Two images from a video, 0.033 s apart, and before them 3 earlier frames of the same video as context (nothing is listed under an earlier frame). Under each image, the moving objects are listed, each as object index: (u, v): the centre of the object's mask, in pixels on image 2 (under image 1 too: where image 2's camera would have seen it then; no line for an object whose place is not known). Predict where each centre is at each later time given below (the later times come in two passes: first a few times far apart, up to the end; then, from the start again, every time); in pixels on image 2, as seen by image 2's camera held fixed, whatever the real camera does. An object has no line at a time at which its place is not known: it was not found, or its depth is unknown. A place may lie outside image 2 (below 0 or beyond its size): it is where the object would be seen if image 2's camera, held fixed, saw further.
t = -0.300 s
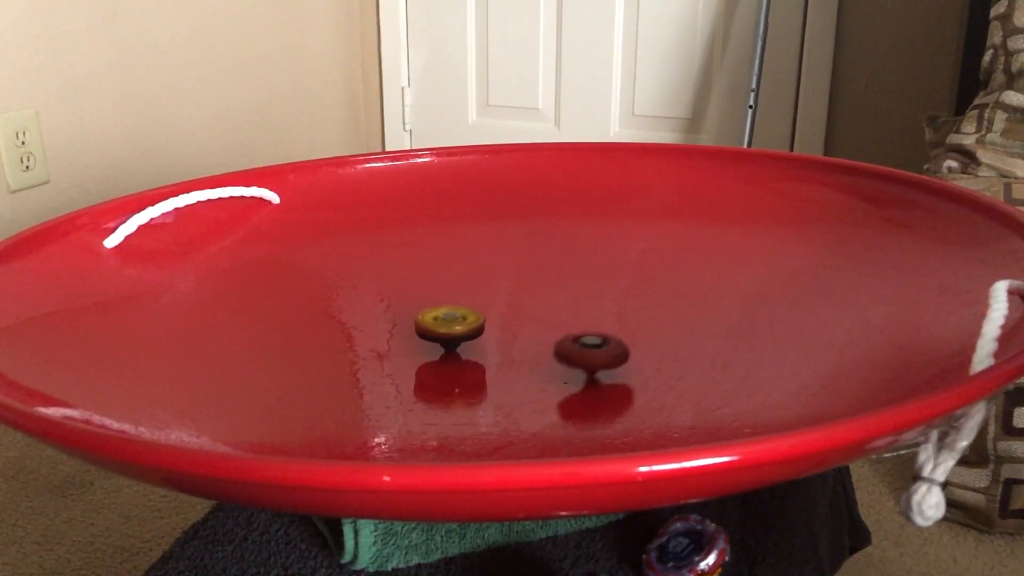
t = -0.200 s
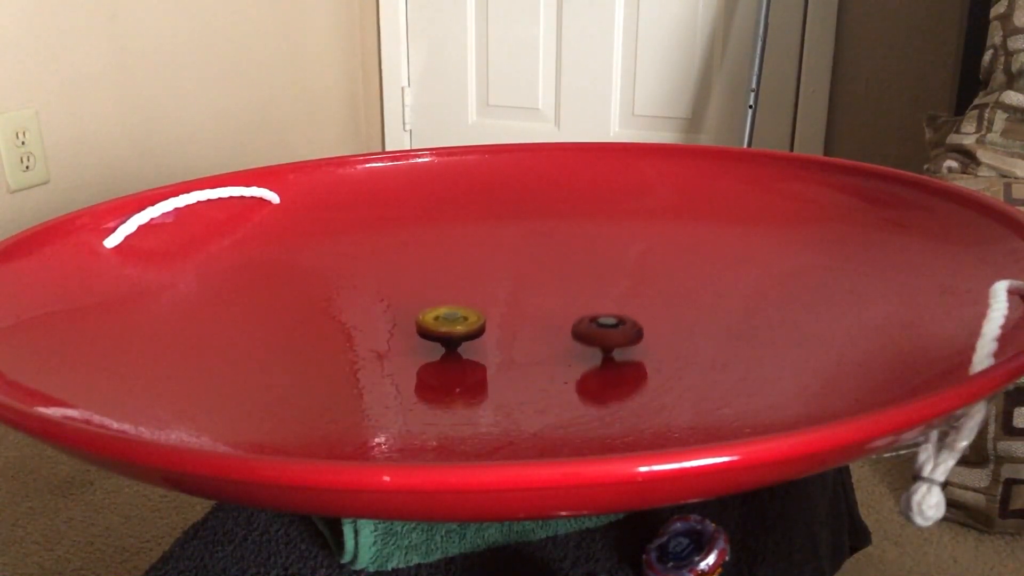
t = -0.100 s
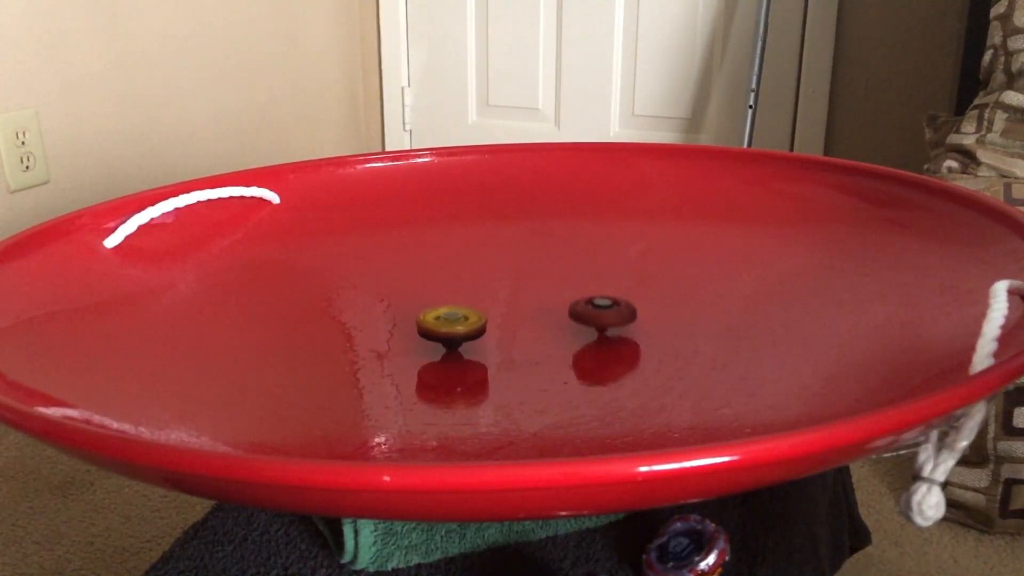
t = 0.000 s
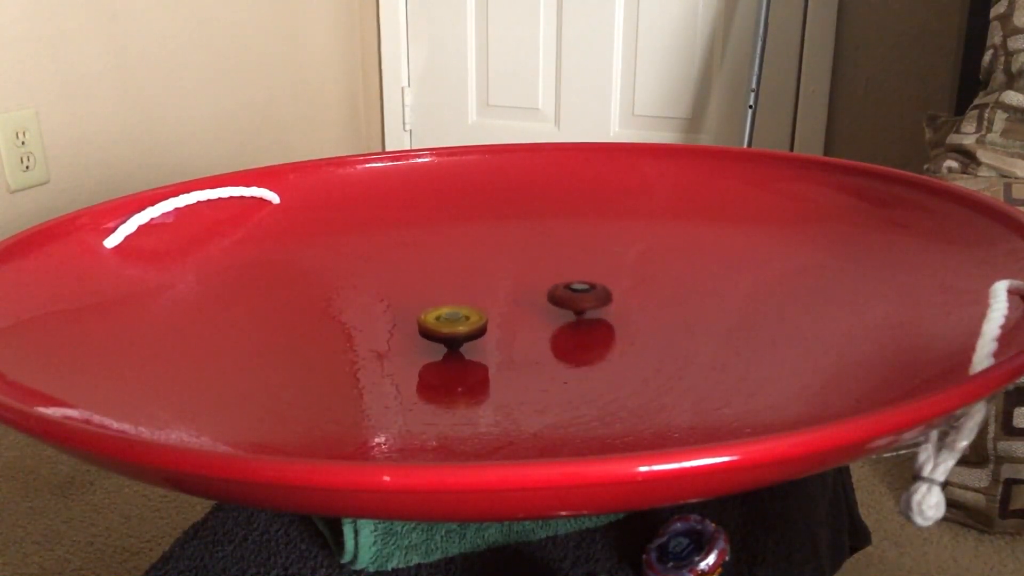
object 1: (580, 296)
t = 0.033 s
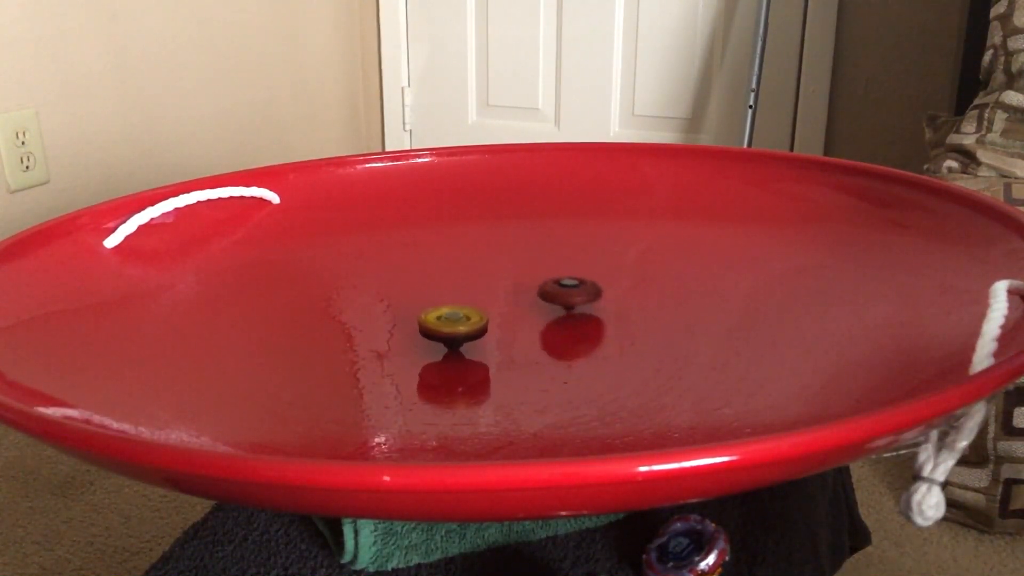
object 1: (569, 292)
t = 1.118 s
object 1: (414, 379)
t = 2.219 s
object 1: (382, 287)
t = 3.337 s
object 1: (588, 317)
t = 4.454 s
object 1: (391, 369)
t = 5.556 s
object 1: (388, 295)
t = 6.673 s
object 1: (547, 305)
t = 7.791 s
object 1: (508, 358)
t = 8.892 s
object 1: (385, 346)
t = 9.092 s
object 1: (457, 358)
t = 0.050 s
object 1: (564, 290)
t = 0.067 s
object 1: (559, 288)
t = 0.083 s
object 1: (552, 286)
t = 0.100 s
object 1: (546, 285)
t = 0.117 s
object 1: (540, 283)
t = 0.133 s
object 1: (533, 281)
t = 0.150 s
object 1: (527, 280)
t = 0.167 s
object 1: (520, 279)
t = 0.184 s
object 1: (513, 278)
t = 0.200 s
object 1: (506, 277)
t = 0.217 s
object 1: (498, 276)
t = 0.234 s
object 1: (491, 276)
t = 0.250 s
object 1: (483, 275)
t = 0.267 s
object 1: (476, 275)
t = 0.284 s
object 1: (468, 275)
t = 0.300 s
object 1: (461, 275)
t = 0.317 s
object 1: (453, 275)
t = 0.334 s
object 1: (446, 275)
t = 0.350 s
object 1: (438, 275)
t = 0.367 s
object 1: (430, 276)
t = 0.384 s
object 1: (423, 276)
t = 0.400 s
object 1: (415, 277)
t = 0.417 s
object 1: (408, 278)
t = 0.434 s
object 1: (401, 280)
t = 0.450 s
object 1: (393, 280)
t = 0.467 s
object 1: (386, 281)
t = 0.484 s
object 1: (379, 283)
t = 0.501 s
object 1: (373, 285)
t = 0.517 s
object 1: (366, 286)
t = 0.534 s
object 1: (359, 288)
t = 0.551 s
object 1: (353, 290)
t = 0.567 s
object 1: (347, 293)
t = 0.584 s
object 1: (342, 295)
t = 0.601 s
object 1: (337, 298)
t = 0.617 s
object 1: (331, 300)
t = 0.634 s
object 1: (327, 302)
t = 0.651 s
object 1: (323, 305)
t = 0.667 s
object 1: (319, 308)
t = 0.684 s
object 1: (316, 311)
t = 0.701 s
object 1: (313, 314)
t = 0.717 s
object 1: (310, 317)
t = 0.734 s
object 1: (308, 320)
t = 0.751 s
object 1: (307, 323)
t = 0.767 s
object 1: (306, 327)
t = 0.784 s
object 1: (306, 330)
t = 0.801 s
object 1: (306, 333)
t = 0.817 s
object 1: (307, 336)
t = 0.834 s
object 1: (308, 339)
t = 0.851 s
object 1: (310, 343)
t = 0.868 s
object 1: (312, 346)
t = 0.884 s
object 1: (315, 349)
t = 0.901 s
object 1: (320, 353)
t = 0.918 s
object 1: (324, 355)
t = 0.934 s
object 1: (329, 358)
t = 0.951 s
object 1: (334, 361)
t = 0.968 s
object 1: (340, 364)
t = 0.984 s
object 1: (346, 366)
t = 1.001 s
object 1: (354, 368)
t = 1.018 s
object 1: (361, 370)
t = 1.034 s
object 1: (369, 372)
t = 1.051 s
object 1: (378, 374)
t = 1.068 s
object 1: (386, 375)
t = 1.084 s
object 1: (395, 377)
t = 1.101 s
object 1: (404, 378)
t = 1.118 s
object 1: (414, 379)
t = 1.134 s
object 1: (424, 380)
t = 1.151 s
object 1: (434, 381)
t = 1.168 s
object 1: (444, 381)
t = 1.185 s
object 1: (456, 381)
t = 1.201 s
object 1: (463, 381)
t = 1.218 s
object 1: (476, 379)
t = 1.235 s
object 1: (486, 379)
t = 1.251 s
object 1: (495, 378)
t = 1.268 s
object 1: (505, 376)
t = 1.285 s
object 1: (515, 374)
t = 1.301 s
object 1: (524, 373)
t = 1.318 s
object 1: (532, 371)
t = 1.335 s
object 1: (540, 369)
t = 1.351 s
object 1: (548, 366)
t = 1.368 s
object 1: (555, 364)
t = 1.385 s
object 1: (561, 361)
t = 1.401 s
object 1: (567, 359)
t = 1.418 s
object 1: (573, 356)
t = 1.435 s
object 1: (578, 353)
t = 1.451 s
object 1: (582, 350)
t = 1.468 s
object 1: (586, 347)
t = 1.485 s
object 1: (590, 343)
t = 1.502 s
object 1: (593, 340)
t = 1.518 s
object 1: (595, 337)
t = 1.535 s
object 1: (596, 334)
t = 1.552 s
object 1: (598, 331)
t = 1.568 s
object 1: (598, 328)
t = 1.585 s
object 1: (599, 324)
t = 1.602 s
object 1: (598, 321)
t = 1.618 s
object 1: (596, 318)
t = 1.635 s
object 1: (595, 315)
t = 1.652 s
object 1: (593, 312)
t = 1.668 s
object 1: (590, 309)
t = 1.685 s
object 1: (587, 307)
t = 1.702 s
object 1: (584, 304)
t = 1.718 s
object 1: (580, 302)
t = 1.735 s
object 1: (575, 299)
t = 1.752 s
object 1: (571, 297)
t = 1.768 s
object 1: (566, 295)
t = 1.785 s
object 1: (561, 293)
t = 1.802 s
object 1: (555, 291)
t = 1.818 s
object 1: (549, 289)
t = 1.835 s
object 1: (544, 287)
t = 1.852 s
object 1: (538, 285)
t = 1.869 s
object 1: (531, 284)
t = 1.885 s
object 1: (525, 283)
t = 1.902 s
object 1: (518, 282)
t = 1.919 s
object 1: (512, 281)
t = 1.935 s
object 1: (505, 280)
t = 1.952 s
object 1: (498, 279)
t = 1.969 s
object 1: (491, 279)
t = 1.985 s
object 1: (483, 278)
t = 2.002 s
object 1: (476, 278)
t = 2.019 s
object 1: (468, 278)
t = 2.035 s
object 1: (461, 278)
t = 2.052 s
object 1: (453, 278)
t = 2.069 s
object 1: (446, 278)
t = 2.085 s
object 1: (438, 279)
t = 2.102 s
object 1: (431, 279)
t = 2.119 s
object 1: (423, 280)
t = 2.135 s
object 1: (416, 281)
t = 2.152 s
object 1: (409, 281)
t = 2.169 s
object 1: (402, 283)
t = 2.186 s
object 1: (396, 284)
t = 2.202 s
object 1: (389, 285)
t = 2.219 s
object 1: (382, 287)
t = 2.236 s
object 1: (376, 288)
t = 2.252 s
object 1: (369, 290)
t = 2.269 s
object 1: (364, 292)
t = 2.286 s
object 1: (358, 294)
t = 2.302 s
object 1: (352, 296)
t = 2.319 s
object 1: (347, 299)
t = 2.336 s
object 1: (342, 301)
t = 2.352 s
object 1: (338, 303)
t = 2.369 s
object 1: (334, 306)
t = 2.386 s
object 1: (330, 309)
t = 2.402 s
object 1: (327, 311)
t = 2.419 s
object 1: (324, 314)
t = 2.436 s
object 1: (322, 317)
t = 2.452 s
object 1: (320, 320)
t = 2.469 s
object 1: (318, 323)
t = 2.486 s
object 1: (318, 326)
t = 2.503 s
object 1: (317, 329)
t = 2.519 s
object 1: (318, 332)
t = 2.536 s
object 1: (318, 335)
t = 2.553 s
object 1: (319, 338)
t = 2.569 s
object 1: (321, 342)
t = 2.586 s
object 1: (323, 345)
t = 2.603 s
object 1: (326, 348)
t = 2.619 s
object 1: (329, 351)
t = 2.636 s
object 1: (333, 354)
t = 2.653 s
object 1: (338, 356)
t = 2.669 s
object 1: (342, 359)
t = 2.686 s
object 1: (348, 362)
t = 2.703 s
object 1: (354, 364)
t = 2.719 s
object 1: (361, 366)
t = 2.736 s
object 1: (369, 368)
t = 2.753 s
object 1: (375, 370)
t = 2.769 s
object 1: (383, 371)
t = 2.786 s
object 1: (392, 373)
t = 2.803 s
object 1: (401, 374)
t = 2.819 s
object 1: (411, 376)
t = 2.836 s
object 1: (419, 377)
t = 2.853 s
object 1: (428, 377)
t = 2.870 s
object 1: (439, 379)
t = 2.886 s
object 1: (448, 378)
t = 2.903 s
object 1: (456, 379)
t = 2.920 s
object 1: (468, 377)
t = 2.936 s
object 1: (476, 377)
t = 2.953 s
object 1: (488, 375)
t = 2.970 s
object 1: (495, 375)
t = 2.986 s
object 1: (506, 373)
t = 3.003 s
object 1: (515, 371)
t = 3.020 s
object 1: (522, 369)
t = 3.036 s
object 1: (530, 368)
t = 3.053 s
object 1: (537, 366)
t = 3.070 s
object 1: (544, 363)
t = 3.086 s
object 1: (551, 361)
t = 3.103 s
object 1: (557, 358)
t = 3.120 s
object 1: (564, 356)
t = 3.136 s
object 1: (568, 353)
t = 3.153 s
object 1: (573, 350)
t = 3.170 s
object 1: (577, 347)
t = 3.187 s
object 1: (580, 344)
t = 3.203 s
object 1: (584, 341)
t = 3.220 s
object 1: (586, 338)
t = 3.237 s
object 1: (588, 335)
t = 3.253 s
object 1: (589, 332)
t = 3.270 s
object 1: (590, 329)
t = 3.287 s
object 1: (590, 326)
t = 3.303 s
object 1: (590, 323)
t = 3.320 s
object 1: (589, 320)
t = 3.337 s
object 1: (588, 317)
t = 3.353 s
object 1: (586, 314)
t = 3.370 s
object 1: (583, 311)
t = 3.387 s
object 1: (580, 309)
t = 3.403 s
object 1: (577, 306)
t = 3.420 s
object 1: (573, 304)
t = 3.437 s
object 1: (569, 302)
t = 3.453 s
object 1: (565, 299)
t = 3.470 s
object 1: (560, 297)
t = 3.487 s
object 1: (555, 295)
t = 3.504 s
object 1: (550, 293)
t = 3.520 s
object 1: (544, 292)
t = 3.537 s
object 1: (539, 290)
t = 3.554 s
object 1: (533, 288)
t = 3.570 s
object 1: (526, 287)
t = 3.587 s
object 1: (520, 286)
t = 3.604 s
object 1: (514, 285)
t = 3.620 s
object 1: (507, 284)
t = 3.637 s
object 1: (500, 283)
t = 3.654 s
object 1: (494, 282)
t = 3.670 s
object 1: (486, 282)
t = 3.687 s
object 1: (479, 282)
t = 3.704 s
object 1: (472, 282)
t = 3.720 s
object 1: (465, 282)
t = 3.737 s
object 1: (458, 282)
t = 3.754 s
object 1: (450, 282)
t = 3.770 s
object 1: (444, 282)
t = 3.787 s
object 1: (436, 283)
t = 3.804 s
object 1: (429, 283)
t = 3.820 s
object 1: (422, 284)
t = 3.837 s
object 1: (415, 285)
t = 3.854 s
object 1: (409, 286)
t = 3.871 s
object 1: (402, 287)
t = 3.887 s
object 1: (395, 289)
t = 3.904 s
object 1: (389, 290)
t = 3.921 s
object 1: (383, 292)
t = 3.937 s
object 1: (377, 293)
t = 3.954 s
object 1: (371, 295)
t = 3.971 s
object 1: (365, 297)
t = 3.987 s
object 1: (360, 299)
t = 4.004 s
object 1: (355, 301)
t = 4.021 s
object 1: (350, 303)
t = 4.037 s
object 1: (346, 306)
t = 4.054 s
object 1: (342, 308)
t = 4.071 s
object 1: (338, 311)
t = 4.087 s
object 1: (335, 313)
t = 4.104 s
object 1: (332, 316)
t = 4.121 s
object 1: (330, 319)
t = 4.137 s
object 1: (328, 321)
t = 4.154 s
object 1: (326, 324)
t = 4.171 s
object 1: (326, 327)
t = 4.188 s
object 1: (325, 330)
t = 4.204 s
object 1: (326, 333)
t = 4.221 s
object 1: (326, 336)
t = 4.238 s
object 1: (328, 339)
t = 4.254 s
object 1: (330, 342)
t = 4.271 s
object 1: (331, 345)
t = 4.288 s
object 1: (334, 347)
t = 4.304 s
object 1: (338, 350)
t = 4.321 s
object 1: (342, 353)
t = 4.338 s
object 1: (347, 355)
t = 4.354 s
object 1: (352, 358)
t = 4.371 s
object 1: (357, 360)
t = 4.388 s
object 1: (364, 362)
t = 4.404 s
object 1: (370, 364)
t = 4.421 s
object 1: (377, 366)
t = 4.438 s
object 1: (385, 367)
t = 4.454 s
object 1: (391, 369)
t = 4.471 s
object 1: (401, 370)
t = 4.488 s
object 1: (408, 371)
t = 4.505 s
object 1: (419, 373)
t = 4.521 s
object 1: (428, 373)
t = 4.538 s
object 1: (436, 374)
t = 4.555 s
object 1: (446, 375)
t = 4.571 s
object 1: (453, 374)
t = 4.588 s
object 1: (464, 373)
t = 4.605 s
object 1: (473, 373)
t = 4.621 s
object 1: (481, 372)
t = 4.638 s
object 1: (489, 371)
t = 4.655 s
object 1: (498, 370)
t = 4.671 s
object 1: (508, 367)
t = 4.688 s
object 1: (516, 365)
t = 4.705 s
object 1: (524, 363)
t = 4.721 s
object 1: (530, 362)
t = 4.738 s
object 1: (536, 359)
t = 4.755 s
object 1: (542, 357)
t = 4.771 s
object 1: (547, 355)
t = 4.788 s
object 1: (553, 352)
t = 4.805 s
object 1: (557, 349)
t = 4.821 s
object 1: (561, 347)
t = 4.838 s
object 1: (565, 344)
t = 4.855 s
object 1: (568, 341)
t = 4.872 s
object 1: (570, 338)
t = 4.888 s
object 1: (572, 335)
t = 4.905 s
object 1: (574, 332)
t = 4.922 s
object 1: (575, 330)
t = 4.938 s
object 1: (575, 326)
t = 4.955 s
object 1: (575, 324)
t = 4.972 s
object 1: (574, 321)
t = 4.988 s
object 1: (573, 318)
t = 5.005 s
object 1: (571, 315)
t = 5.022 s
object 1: (570, 313)
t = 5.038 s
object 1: (567, 310)
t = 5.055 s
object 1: (564, 308)
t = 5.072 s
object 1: (561, 305)
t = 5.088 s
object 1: (557, 303)
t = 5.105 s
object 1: (553, 301)
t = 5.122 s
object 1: (549, 299)
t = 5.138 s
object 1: (544, 297)
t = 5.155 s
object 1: (539, 296)
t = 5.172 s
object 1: (534, 294)
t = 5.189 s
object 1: (528, 292)
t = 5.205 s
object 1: (522, 291)
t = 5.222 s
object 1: (516, 290)
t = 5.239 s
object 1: (511, 289)
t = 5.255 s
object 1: (504, 288)
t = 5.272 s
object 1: (498, 287)
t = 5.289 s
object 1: (491, 286)
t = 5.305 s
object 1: (485, 286)
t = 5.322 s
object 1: (478, 285)
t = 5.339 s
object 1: (471, 285)
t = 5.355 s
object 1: (464, 285)
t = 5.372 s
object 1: (458, 285)
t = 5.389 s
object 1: (451, 285)
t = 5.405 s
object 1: (444, 285)
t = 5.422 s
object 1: (438, 286)
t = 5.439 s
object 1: (431, 286)
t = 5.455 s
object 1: (425, 287)
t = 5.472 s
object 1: (418, 288)
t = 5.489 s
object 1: (412, 289)
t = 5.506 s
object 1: (406, 290)
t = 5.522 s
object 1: (400, 292)
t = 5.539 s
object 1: (394, 293)
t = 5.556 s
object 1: (388, 295)
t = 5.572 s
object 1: (383, 297)
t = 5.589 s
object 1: (378, 298)
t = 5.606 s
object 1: (373, 300)
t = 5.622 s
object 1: (368, 302)
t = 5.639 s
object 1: (364, 305)
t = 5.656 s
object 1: (360, 306)
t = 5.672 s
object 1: (356, 309)
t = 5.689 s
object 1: (353, 312)
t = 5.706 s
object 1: (351, 314)
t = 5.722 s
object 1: (349, 317)
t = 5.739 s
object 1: (347, 319)
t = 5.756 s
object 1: (345, 322)
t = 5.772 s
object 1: (344, 324)
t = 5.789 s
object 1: (344, 327)
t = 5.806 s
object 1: (343, 330)
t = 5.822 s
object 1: (344, 333)
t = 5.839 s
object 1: (345, 335)
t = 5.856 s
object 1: (347, 338)
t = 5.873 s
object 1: (349, 341)
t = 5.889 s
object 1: (352, 343)
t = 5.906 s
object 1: (355, 346)
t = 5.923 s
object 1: (358, 348)
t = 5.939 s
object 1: (363, 351)
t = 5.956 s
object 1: (367, 353)
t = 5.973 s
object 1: (373, 356)
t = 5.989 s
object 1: (378, 357)
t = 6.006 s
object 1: (385, 359)
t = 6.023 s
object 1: (391, 361)
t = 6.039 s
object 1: (397, 362)
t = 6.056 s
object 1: (404, 363)
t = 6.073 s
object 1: (413, 366)
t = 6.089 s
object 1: (421, 366)
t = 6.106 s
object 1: (429, 368)
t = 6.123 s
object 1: (437, 368)
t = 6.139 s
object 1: (445, 368)
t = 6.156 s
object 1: (453, 369)
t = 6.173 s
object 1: (462, 368)
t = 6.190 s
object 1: (471, 368)
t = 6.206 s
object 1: (478, 367)
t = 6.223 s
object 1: (484, 366)
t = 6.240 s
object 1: (494, 365)
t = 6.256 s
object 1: (503, 363)
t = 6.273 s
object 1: (510, 361)
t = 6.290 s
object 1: (517, 360)
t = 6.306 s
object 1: (523, 358)
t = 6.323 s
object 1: (530, 356)
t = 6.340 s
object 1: (536, 354)
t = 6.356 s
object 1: (541, 352)
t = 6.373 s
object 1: (546, 349)
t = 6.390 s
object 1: (550, 347)
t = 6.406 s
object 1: (554, 345)
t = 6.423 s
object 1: (557, 342)
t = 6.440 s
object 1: (560, 340)
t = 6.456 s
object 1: (562, 337)
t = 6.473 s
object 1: (564, 334)
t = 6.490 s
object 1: (565, 332)
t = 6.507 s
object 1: (566, 329)
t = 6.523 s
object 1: (566, 327)
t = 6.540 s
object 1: (566, 324)
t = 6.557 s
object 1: (565, 321)
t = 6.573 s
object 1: (564, 319)
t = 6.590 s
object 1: (562, 316)
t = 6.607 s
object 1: (560, 314)
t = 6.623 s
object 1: (557, 312)
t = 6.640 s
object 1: (554, 309)
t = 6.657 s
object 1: (551, 307)
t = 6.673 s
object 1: (547, 305)
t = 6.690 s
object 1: (543, 303)
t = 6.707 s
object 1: (539, 302)
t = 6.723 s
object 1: (534, 300)
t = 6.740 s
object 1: (528, 298)
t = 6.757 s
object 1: (523, 297)
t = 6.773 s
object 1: (517, 296)
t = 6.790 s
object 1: (512, 295)
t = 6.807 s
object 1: (506, 294)
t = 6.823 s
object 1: (500, 293)
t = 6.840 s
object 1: (494, 293)
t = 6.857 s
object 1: (488, 292)
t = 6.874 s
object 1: (481, 291)
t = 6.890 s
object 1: (475, 291)
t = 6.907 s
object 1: (469, 291)
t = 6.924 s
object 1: (462, 291)
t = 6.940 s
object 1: (455, 291)
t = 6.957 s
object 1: (448, 291)
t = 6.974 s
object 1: (442, 292)
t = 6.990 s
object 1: (436, 292)
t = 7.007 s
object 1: (429, 293)
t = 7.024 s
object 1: (423, 294)
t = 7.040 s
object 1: (417, 295)
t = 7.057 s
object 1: (411, 297)
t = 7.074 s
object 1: (406, 299)
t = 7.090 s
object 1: (401, 300)
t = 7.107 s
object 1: (395, 302)
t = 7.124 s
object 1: (391, 304)
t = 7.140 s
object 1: (386, 305)
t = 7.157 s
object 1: (382, 307)
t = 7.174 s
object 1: (378, 309)
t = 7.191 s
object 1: (373, 311)
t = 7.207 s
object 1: (370, 314)
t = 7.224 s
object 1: (367, 316)
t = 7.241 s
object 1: (365, 318)
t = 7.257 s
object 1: (363, 321)
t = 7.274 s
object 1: (361, 323)
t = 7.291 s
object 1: (359, 326)
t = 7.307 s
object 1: (359, 328)
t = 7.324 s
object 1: (359, 331)
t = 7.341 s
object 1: (359, 333)
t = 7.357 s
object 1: (359, 336)
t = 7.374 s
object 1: (361, 338)
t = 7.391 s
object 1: (362, 341)
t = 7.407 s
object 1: (365, 343)
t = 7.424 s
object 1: (367, 345)
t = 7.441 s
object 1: (370, 348)
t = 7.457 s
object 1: (374, 350)
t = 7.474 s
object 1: (378, 352)
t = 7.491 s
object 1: (382, 354)
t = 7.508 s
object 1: (387, 355)
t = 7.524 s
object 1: (392, 357)
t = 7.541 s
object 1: (398, 358)
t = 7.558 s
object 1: (404, 360)
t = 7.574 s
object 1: (413, 362)
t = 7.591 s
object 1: (418, 363)
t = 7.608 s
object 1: (427, 364)
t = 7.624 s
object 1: (433, 365)
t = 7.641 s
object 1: (441, 365)
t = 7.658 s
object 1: (450, 366)
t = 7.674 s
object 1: (456, 366)
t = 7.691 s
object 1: (465, 364)
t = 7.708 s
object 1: (473, 363)
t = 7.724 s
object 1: (480, 362)
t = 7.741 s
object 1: (488, 361)
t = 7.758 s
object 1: (495, 360)
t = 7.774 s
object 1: (502, 359)
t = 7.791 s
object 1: (508, 358)
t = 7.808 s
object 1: (514, 356)
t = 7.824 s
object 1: (519, 354)
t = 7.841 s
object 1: (525, 353)
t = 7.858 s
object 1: (529, 350)
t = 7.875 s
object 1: (533, 348)
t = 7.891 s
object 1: (537, 346)
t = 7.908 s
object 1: (540, 343)
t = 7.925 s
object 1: (543, 341)
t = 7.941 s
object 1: (546, 339)
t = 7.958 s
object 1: (548, 336)
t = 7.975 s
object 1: (549, 334)
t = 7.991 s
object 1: (550, 331)
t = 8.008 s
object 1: (550, 328)
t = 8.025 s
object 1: (551, 326)
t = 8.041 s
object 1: (550, 324)
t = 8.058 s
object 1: (549, 321)
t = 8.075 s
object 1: (548, 319)
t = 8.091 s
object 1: (546, 317)
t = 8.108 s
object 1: (543, 314)
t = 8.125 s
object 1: (541, 312)
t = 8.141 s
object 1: (537, 310)
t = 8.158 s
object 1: (534, 309)
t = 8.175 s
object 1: (530, 307)
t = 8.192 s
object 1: (526, 305)
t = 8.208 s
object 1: (521, 304)
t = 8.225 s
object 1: (517, 302)
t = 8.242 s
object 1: (511, 301)
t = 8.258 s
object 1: (506, 300)
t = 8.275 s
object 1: (501, 299)
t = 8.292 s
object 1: (495, 298)
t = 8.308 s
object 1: (489, 297)
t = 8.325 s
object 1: (484, 296)
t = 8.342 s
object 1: (478, 295)
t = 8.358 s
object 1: (472, 295)
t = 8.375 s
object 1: (466, 294)
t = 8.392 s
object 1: (459, 294)
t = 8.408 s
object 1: (453, 294)
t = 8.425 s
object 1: (447, 295)
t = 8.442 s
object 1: (440, 295)
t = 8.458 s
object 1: (434, 295)
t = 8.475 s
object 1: (428, 296)
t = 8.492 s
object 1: (421, 297)
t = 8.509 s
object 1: (416, 299)
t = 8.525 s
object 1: (411, 300)
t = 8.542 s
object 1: (406, 302)
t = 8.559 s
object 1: (401, 303)
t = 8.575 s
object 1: (397, 305)
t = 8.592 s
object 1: (392, 307)
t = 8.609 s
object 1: (388, 308)
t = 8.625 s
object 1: (384, 310)
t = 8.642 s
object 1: (381, 312)
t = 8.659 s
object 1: (378, 314)
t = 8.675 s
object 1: (376, 317)
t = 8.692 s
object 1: (373, 319)
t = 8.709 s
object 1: (372, 321)
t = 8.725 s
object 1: (370, 323)
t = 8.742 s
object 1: (369, 326)
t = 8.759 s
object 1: (369, 328)
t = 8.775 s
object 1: (369, 330)
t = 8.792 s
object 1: (370, 333)
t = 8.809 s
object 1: (371, 335)
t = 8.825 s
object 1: (373, 337)
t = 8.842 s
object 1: (375, 339)
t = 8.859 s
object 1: (378, 342)
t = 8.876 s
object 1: (381, 344)
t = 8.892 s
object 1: (385, 346)
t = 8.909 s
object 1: (389, 348)
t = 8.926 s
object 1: (393, 350)
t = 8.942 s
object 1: (398, 351)
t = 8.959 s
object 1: (404, 353)
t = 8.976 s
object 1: (409, 354)
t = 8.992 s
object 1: (415, 355)
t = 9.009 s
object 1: (423, 357)
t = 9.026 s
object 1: (429, 357)
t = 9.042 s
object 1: (436, 357)
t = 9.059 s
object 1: (442, 357)
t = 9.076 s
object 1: (450, 358)
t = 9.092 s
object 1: (457, 358)
